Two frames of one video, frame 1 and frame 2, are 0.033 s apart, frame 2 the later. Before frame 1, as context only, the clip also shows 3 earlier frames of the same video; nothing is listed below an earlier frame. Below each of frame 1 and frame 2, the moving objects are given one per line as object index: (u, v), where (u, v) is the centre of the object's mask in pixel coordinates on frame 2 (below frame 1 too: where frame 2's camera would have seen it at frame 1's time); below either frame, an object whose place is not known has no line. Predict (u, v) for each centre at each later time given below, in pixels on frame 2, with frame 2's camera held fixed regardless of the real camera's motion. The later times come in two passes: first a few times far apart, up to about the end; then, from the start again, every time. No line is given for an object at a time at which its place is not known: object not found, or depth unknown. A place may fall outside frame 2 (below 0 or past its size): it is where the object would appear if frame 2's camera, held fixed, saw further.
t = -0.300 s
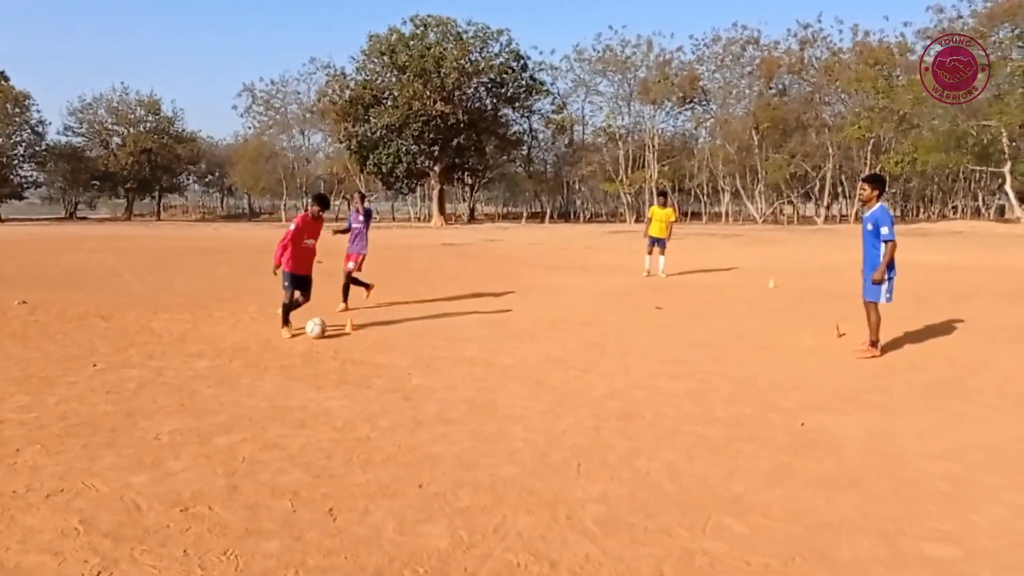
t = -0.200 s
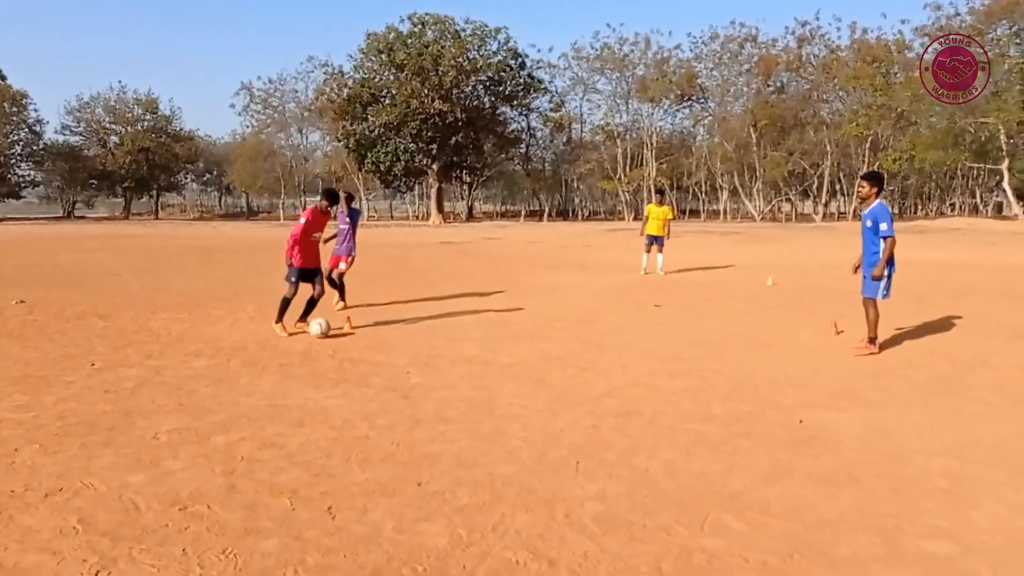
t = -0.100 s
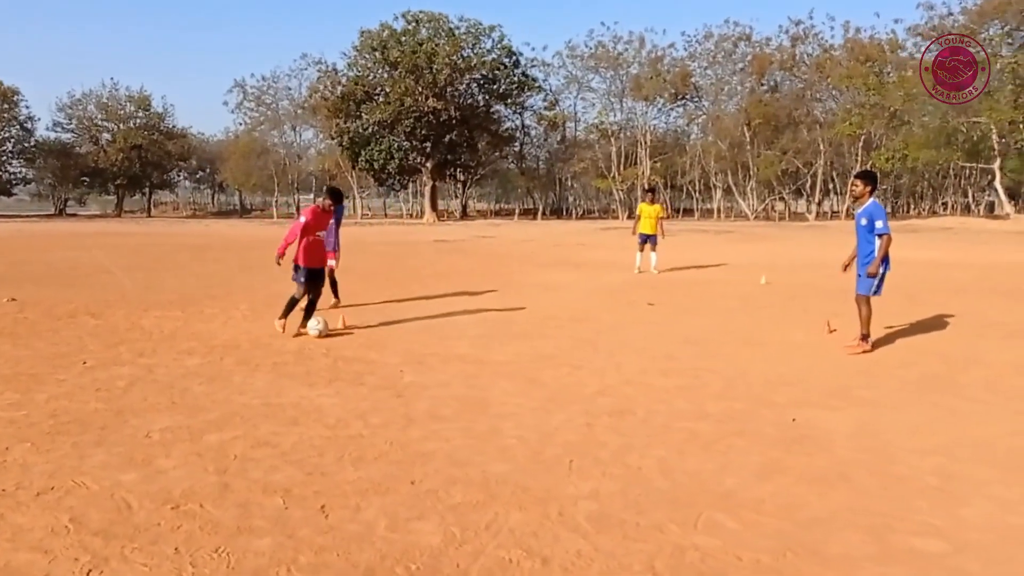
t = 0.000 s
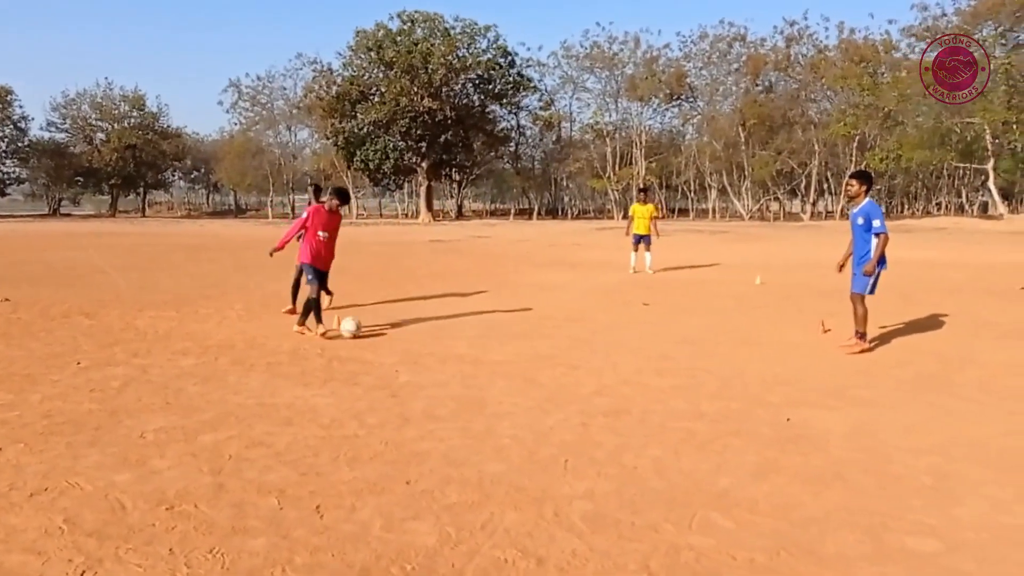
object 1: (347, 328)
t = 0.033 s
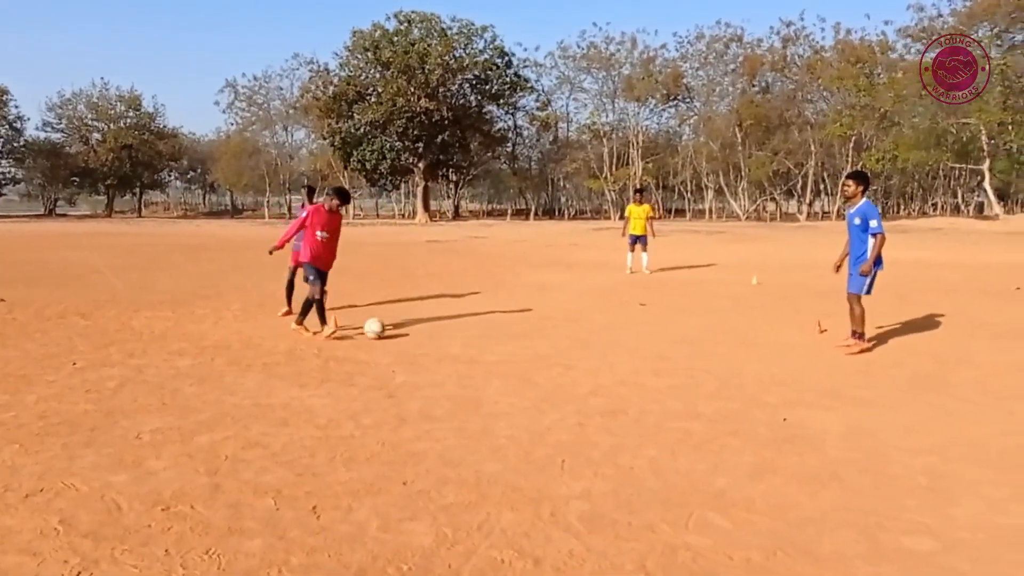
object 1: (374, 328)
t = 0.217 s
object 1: (510, 329)
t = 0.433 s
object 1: (639, 325)
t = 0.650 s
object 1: (753, 332)
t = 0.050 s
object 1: (388, 329)
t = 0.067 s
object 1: (401, 328)
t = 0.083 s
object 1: (413, 327)
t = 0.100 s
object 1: (425, 327)
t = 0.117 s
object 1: (437, 327)
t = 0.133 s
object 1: (449, 327)
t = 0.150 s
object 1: (461, 326)
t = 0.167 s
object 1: (474, 326)
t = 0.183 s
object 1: (485, 327)
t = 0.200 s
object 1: (498, 328)
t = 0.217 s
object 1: (510, 329)
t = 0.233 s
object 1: (522, 329)
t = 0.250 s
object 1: (532, 328)
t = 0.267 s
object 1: (543, 328)
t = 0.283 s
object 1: (553, 328)
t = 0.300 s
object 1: (564, 328)
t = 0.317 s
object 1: (574, 329)
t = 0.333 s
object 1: (585, 329)
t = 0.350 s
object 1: (595, 330)
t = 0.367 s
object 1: (605, 331)
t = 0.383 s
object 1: (614, 329)
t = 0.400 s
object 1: (622, 328)
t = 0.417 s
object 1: (631, 326)
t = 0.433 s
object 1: (639, 325)
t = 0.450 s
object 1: (649, 324)
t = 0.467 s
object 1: (658, 324)
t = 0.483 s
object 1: (667, 324)
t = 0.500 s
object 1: (675, 324)
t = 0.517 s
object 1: (684, 324)
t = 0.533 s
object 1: (692, 325)
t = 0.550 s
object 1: (701, 326)
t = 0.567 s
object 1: (709, 327)
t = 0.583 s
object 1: (718, 328)
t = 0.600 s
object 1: (726, 329)
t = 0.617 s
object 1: (736, 331)
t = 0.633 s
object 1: (744, 333)
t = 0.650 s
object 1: (753, 332)
